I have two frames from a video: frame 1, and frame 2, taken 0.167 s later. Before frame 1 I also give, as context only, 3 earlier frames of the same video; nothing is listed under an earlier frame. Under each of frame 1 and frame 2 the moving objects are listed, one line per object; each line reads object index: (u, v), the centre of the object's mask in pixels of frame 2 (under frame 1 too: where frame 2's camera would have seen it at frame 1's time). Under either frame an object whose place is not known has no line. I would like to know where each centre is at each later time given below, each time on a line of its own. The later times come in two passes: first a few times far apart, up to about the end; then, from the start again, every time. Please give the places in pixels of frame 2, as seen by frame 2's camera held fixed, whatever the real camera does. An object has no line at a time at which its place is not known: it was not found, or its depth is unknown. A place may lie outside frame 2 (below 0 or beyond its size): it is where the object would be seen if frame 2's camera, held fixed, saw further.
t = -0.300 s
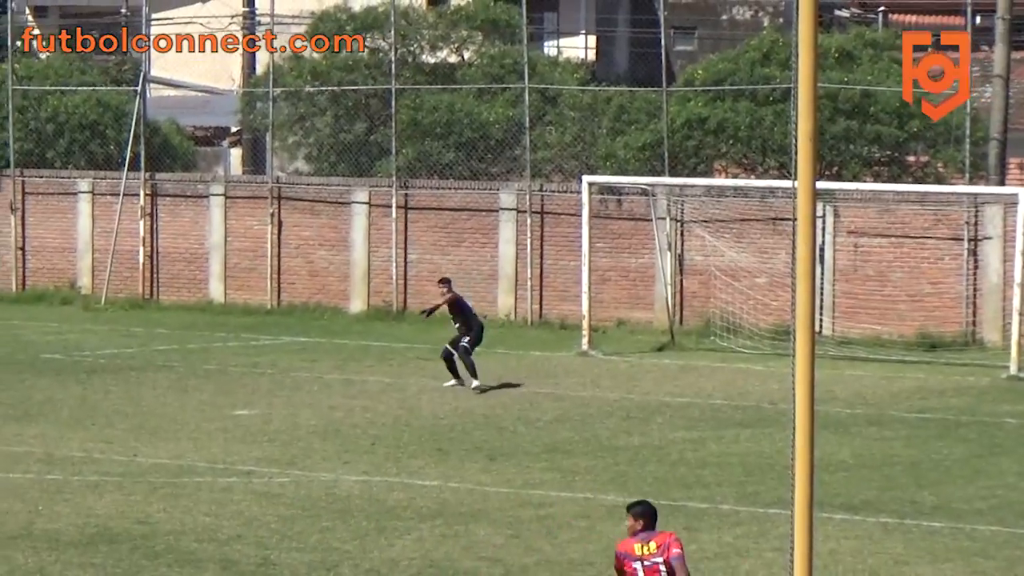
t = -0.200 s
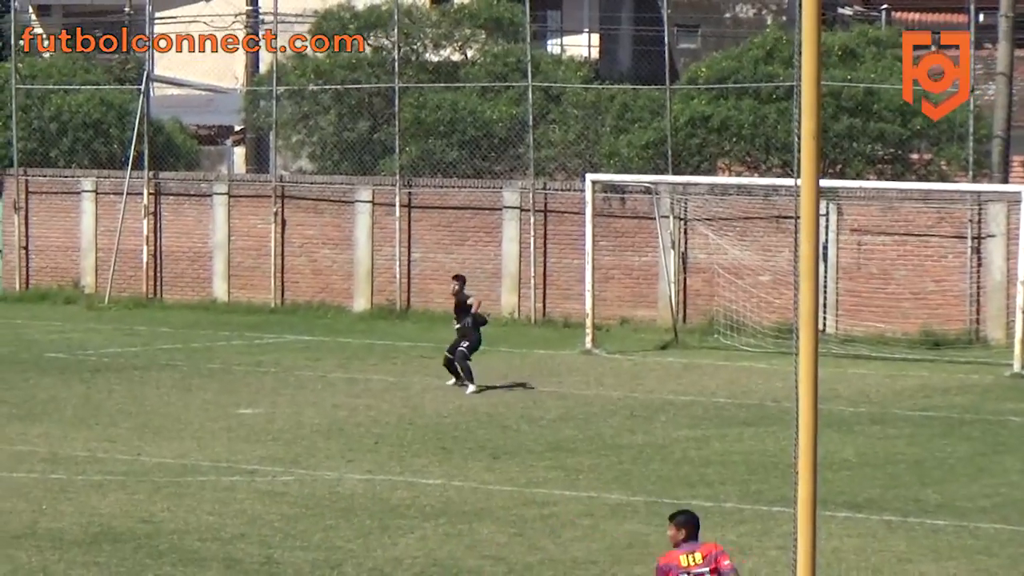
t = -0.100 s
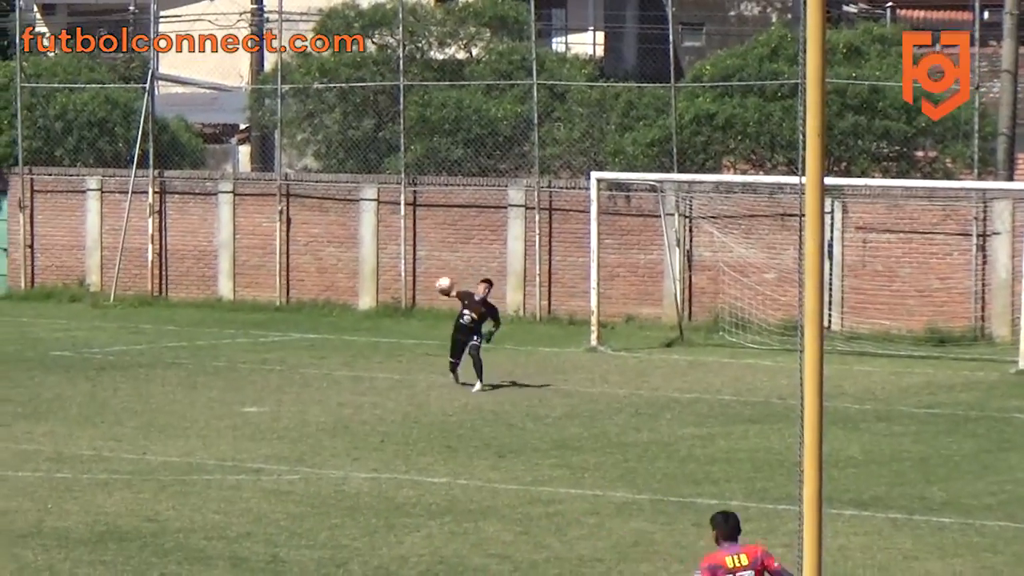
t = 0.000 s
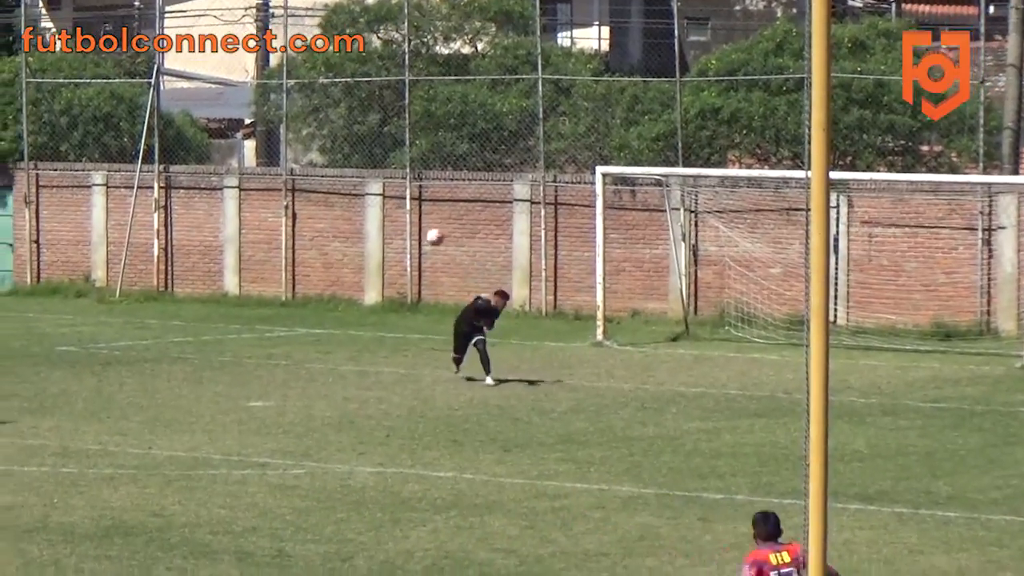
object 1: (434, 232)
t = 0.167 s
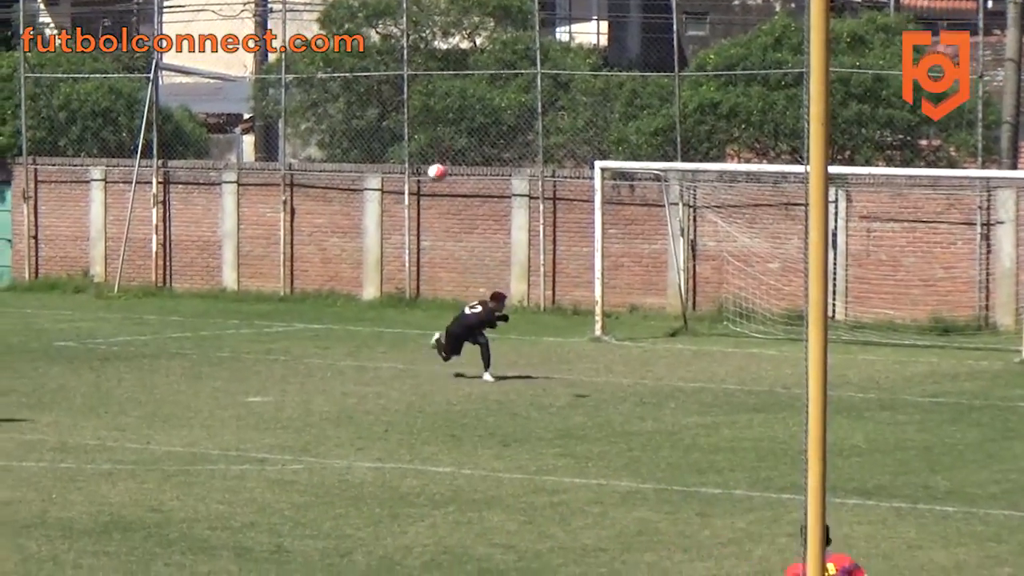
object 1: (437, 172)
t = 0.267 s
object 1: (437, 138)
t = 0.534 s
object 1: (455, 72)
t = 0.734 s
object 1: (472, 46)
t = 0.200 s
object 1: (437, 161)
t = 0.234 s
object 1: (438, 149)
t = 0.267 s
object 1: (437, 138)
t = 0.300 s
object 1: (440, 128)
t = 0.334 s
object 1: (442, 120)
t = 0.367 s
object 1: (443, 109)
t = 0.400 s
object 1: (445, 102)
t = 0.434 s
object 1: (446, 93)
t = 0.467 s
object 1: (449, 85)
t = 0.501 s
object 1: (452, 79)
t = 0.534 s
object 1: (455, 72)
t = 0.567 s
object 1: (458, 66)
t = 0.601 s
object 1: (460, 62)
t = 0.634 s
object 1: (463, 55)
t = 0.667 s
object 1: (465, 51)
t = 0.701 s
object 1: (467, 48)
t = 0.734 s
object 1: (472, 46)
